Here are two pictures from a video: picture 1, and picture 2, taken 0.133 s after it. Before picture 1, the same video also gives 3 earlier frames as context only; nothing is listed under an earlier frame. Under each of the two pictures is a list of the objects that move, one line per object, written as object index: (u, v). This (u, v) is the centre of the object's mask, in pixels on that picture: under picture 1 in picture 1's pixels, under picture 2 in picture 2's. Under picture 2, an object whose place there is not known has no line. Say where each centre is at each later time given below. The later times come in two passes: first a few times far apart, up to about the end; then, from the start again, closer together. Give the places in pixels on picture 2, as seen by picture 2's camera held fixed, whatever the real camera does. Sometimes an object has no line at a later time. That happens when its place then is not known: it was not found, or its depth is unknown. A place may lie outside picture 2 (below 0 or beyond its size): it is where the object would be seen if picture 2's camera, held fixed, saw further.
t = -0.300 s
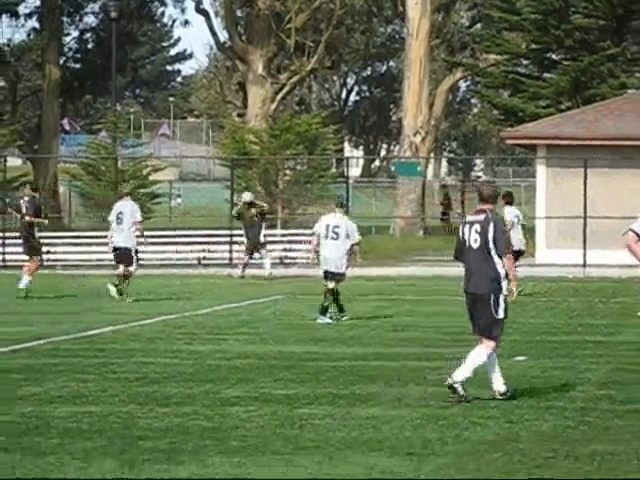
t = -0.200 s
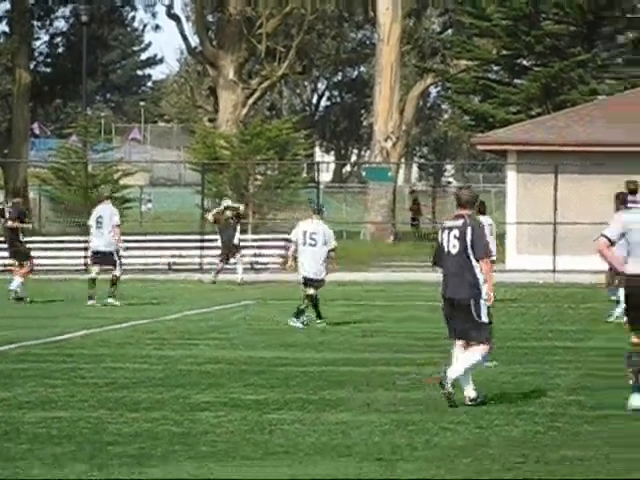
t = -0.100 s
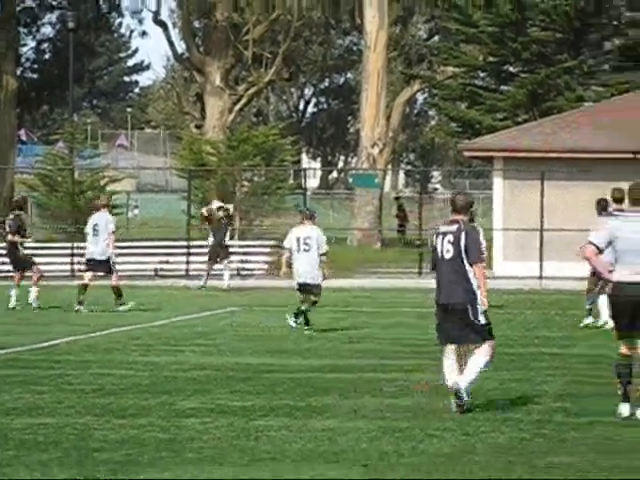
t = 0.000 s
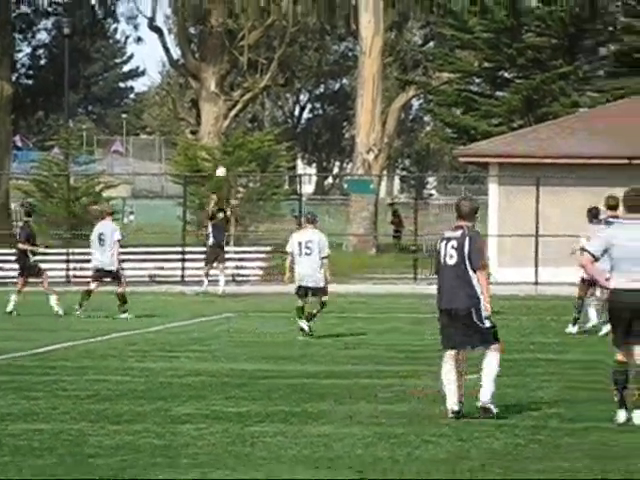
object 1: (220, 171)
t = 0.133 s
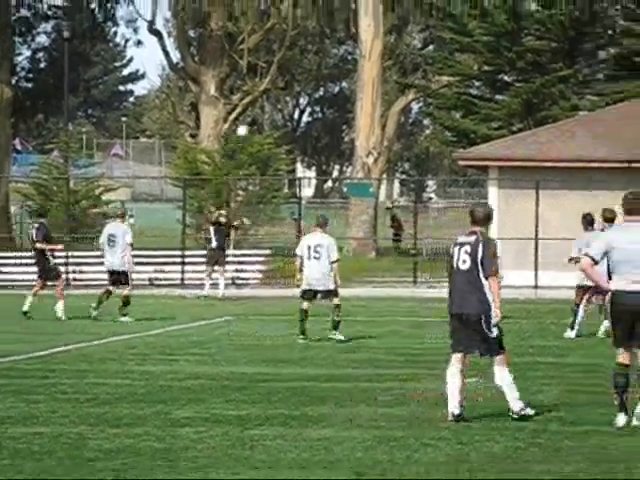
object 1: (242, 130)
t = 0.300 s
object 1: (270, 86)
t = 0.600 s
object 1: (324, 44)
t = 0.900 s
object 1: (386, 55)
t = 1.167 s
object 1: (448, 110)
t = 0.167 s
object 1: (247, 120)
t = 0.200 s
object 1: (252, 111)
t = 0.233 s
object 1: (258, 103)
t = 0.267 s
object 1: (264, 94)
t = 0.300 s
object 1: (270, 86)
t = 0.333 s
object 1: (276, 80)
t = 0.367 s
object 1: (281, 73)
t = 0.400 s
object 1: (287, 67)
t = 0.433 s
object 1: (293, 61)
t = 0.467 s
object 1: (299, 57)
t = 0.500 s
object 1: (305, 53)
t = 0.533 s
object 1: (312, 49)
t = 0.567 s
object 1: (318, 46)
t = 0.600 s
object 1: (324, 44)
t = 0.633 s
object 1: (330, 43)
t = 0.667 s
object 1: (338, 42)
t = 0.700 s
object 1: (344, 42)
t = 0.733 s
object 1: (350, 42)
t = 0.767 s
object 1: (356, 43)
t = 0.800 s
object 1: (362, 45)
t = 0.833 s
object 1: (371, 48)
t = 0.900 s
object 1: (386, 55)
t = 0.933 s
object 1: (393, 59)
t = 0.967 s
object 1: (400, 64)
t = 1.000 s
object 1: (408, 69)
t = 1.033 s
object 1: (416, 76)
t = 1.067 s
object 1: (424, 83)
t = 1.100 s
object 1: (432, 92)
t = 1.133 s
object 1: (440, 100)
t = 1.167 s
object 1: (448, 110)
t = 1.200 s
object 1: (457, 120)
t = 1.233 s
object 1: (465, 131)
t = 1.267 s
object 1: (473, 142)
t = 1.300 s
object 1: (483, 156)
